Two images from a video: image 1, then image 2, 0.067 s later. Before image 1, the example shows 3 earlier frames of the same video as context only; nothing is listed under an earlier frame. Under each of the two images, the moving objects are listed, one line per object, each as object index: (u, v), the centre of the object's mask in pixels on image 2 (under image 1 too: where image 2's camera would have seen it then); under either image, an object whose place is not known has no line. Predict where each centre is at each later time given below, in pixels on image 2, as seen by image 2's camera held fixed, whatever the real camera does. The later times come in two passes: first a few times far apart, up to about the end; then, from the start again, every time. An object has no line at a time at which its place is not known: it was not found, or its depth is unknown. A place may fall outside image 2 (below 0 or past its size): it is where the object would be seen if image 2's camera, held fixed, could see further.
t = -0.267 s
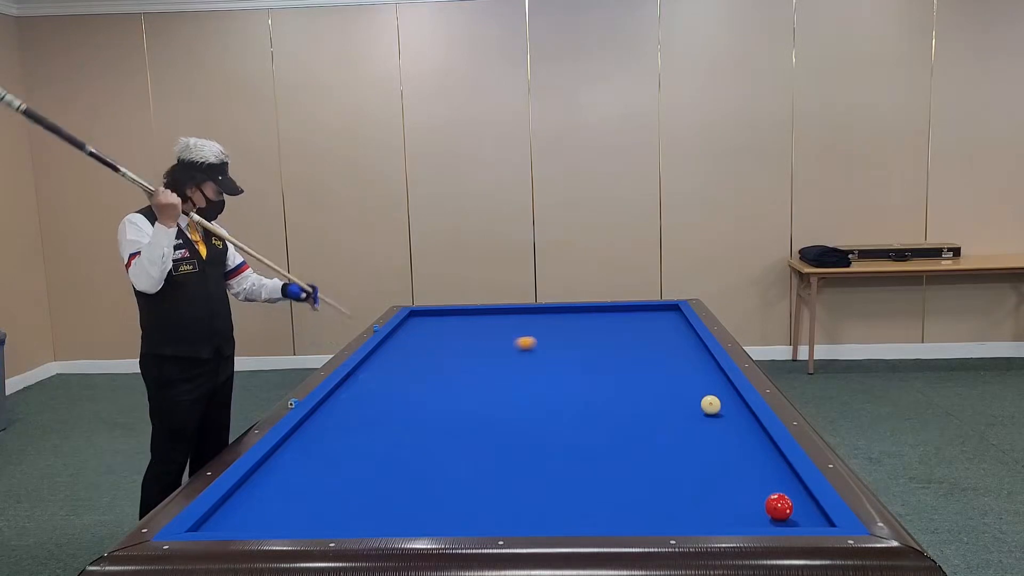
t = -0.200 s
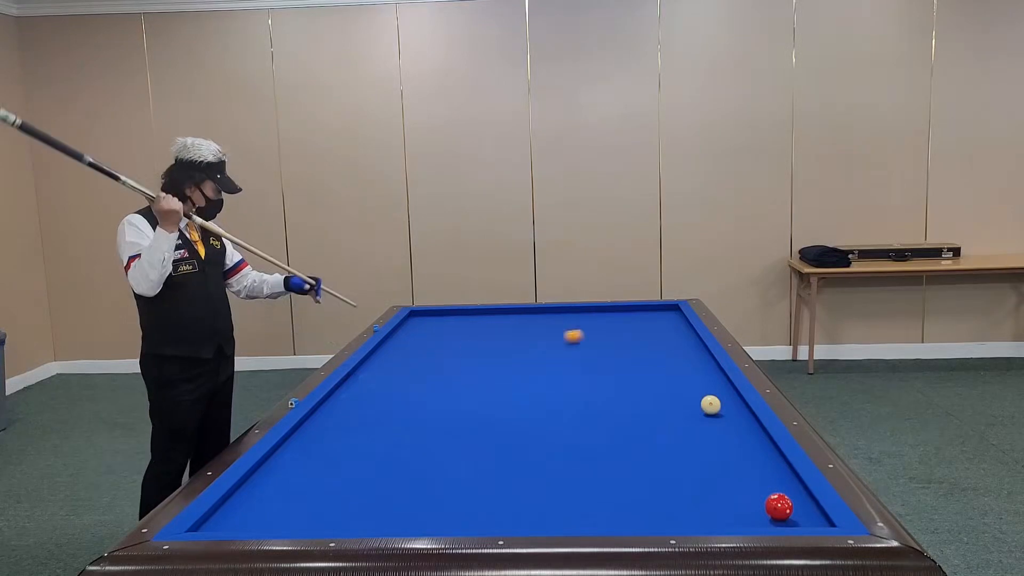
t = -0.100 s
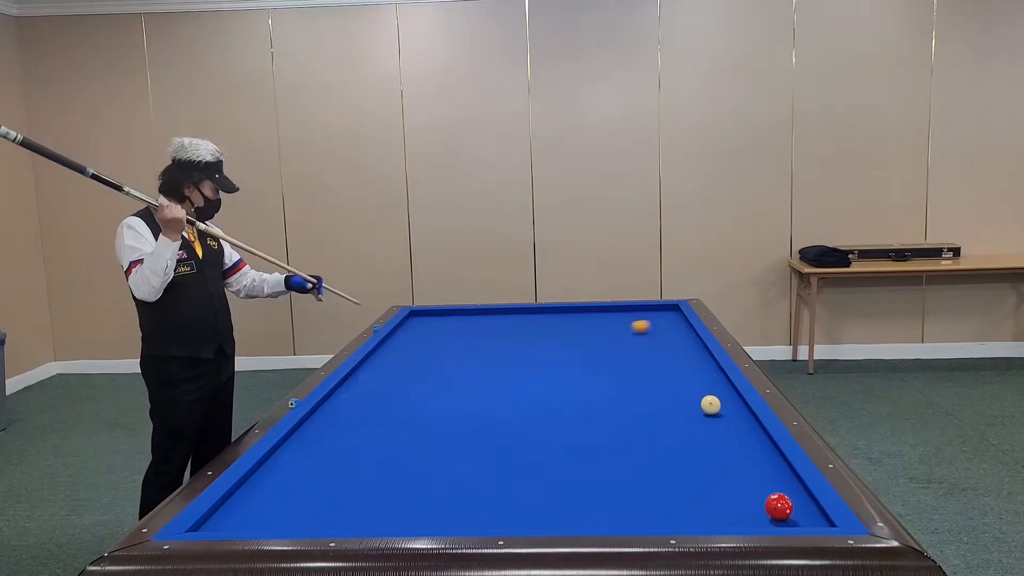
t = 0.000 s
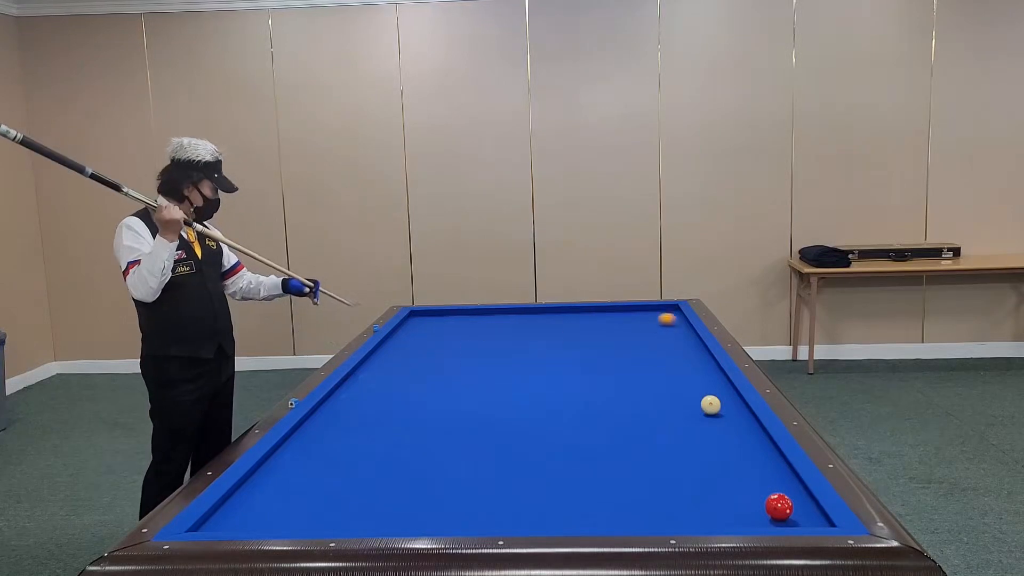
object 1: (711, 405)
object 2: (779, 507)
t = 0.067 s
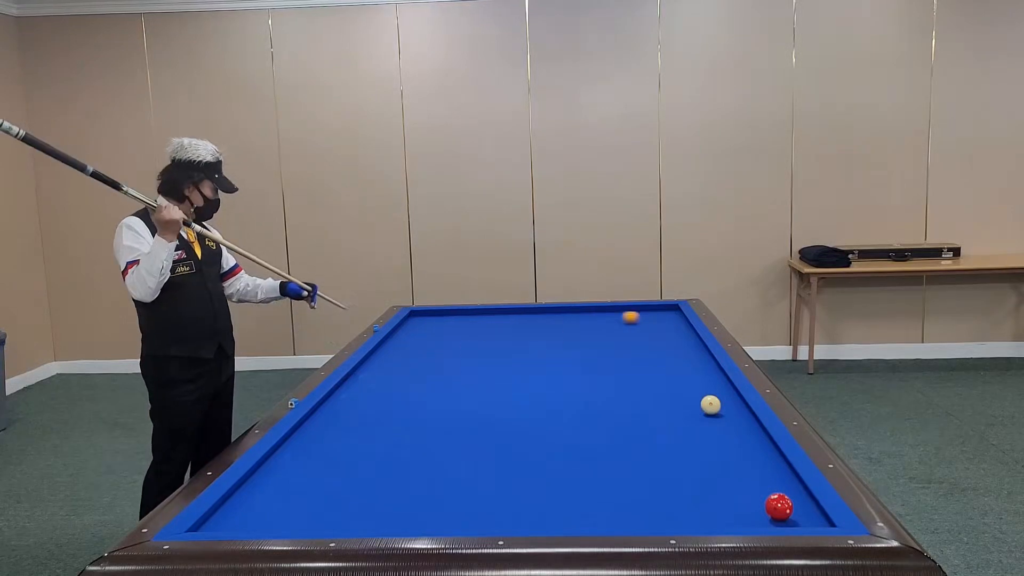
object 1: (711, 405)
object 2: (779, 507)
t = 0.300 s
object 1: (711, 405)
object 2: (779, 507)
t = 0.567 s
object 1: (711, 405)
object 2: (779, 506)
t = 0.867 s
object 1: (711, 405)
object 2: (779, 506)
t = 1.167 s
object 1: (711, 404)
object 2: (779, 507)
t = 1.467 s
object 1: (711, 404)
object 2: (779, 507)
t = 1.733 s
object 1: (711, 405)
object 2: (779, 506)
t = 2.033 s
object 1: (711, 405)
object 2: (779, 506)
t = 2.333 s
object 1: (711, 405)
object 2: (779, 507)
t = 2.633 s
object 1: (696, 406)
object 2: (779, 507)
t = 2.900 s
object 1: (663, 410)
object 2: (779, 507)
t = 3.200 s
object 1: (626, 413)
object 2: (779, 507)
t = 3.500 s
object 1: (591, 417)
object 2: (779, 507)
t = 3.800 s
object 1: (556, 419)
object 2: (779, 507)
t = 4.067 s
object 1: (526, 422)
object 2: (779, 507)
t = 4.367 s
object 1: (493, 426)
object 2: (779, 507)
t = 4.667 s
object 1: (460, 428)
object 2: (779, 507)
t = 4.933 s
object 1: (433, 431)
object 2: (788, 512)
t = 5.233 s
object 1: (403, 433)
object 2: (798, 518)
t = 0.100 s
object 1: (711, 405)
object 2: (779, 507)
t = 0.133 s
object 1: (711, 405)
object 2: (779, 507)
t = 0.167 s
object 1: (711, 405)
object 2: (779, 507)
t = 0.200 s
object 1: (711, 405)
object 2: (779, 507)
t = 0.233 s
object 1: (711, 405)
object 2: (779, 507)
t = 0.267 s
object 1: (711, 405)
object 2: (779, 507)
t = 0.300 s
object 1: (711, 405)
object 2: (779, 507)
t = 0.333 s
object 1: (711, 404)
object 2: (779, 507)
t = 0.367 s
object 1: (711, 404)
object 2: (779, 507)
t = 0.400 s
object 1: (711, 405)
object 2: (779, 507)
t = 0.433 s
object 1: (711, 405)
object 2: (779, 507)
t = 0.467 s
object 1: (711, 405)
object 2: (779, 507)
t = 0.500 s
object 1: (711, 404)
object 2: (779, 506)
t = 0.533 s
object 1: (711, 404)
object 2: (779, 506)
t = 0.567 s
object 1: (711, 405)
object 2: (779, 506)
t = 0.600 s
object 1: (711, 404)
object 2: (779, 506)
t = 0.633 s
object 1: (711, 405)
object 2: (779, 506)
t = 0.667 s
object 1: (711, 405)
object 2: (779, 506)
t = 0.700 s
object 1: (711, 405)
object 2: (779, 506)
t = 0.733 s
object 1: (711, 405)
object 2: (779, 506)
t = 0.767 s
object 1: (711, 404)
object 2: (779, 506)
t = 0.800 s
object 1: (711, 405)
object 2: (779, 506)
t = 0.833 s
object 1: (711, 405)
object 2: (779, 506)
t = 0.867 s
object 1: (711, 405)
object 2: (779, 506)
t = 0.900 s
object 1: (711, 405)
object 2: (779, 506)
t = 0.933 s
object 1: (711, 404)
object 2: (779, 506)
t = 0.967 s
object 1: (711, 405)
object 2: (779, 506)
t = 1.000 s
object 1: (711, 404)
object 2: (779, 507)
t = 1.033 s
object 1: (711, 405)
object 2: (779, 507)
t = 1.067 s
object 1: (711, 405)
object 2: (779, 507)
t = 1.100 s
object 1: (711, 405)
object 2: (779, 507)
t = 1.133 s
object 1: (711, 404)
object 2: (779, 507)
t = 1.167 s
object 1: (711, 404)
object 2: (779, 507)
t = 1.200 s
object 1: (711, 405)
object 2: (779, 507)
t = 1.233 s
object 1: (711, 404)
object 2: (779, 507)
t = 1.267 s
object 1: (711, 405)
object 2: (779, 507)
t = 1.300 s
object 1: (711, 405)
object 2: (779, 507)
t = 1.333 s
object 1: (711, 404)
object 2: (779, 507)
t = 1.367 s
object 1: (711, 404)
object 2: (779, 507)
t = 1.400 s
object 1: (711, 405)
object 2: (779, 507)
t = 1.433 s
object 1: (711, 405)
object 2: (779, 507)
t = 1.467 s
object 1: (711, 404)
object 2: (779, 507)
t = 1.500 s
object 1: (711, 405)
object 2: (779, 506)
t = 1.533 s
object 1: (711, 405)
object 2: (779, 506)
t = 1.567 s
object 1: (711, 405)
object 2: (779, 506)
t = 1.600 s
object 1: (711, 405)
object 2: (779, 507)
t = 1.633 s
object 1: (711, 405)
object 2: (779, 506)
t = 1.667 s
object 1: (711, 405)
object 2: (779, 507)
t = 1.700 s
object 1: (711, 405)
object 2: (779, 507)
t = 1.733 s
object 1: (711, 405)
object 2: (779, 506)
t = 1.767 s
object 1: (711, 405)
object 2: (779, 506)
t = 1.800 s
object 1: (711, 405)
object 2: (779, 506)
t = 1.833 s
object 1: (711, 405)
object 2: (779, 506)
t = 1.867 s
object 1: (711, 405)
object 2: (779, 506)
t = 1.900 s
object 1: (711, 405)
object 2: (779, 506)
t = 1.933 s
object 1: (711, 405)
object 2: (779, 506)
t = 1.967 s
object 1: (711, 405)
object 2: (779, 506)
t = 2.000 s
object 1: (711, 405)
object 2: (779, 506)
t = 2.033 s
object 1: (711, 405)
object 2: (779, 506)
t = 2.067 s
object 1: (711, 405)
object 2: (779, 506)
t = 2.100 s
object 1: (711, 405)
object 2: (779, 506)
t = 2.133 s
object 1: (711, 405)
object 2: (779, 506)
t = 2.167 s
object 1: (711, 405)
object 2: (779, 506)
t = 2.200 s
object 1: (711, 405)
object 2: (779, 507)
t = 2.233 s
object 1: (711, 405)
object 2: (779, 506)
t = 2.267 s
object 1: (711, 405)
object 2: (779, 506)
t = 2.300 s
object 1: (711, 405)
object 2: (779, 507)
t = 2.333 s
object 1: (711, 405)
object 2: (779, 507)
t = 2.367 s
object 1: (711, 405)
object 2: (779, 507)
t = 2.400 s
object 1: (711, 405)
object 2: (779, 507)
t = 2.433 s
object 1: (711, 405)
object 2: (779, 507)
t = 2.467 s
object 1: (711, 405)
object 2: (779, 507)
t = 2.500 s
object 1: (711, 405)
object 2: (779, 507)
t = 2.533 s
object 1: (711, 405)
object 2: (779, 507)
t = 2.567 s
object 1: (705, 405)
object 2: (779, 507)
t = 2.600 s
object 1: (700, 406)
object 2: (779, 507)
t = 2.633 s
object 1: (696, 406)
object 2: (779, 507)
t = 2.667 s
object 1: (691, 407)
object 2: (779, 507)
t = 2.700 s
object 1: (687, 407)
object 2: (779, 507)
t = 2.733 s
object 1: (683, 408)
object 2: (779, 507)
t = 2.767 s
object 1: (679, 408)
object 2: (779, 507)
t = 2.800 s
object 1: (675, 408)
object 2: (779, 507)
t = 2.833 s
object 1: (671, 409)
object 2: (779, 507)
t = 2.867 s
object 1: (667, 409)
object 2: (779, 507)
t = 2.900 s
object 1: (663, 410)
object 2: (779, 507)
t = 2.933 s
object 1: (659, 410)
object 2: (779, 507)
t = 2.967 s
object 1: (654, 411)
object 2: (779, 507)
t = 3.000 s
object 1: (650, 411)
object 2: (779, 507)
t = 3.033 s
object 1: (646, 411)
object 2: (779, 507)
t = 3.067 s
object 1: (642, 412)
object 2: (779, 507)
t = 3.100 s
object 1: (638, 412)
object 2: (779, 507)
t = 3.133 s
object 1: (634, 412)
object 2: (779, 507)
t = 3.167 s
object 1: (630, 413)
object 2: (779, 507)
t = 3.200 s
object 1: (626, 413)
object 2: (779, 507)
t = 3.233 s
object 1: (622, 413)
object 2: (779, 507)
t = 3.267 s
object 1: (618, 414)
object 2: (779, 507)
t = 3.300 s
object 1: (614, 414)
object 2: (779, 507)
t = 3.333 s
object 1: (610, 415)
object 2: (779, 507)
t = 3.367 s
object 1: (606, 415)
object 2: (779, 507)
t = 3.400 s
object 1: (602, 415)
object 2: (779, 507)
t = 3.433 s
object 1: (599, 416)
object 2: (779, 507)
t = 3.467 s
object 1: (595, 416)
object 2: (779, 507)
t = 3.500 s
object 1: (591, 417)
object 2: (779, 507)
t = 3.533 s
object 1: (587, 417)
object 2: (779, 507)
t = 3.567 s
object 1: (583, 417)
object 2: (779, 507)
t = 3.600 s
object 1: (579, 418)
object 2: (779, 507)
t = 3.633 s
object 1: (575, 418)
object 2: (779, 507)
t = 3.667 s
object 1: (571, 418)
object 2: (779, 507)
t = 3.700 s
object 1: (567, 419)
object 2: (779, 507)
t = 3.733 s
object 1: (564, 419)
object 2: (779, 507)
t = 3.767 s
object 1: (560, 419)
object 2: (779, 507)
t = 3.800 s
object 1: (556, 419)
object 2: (779, 507)
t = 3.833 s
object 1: (552, 420)
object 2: (779, 507)
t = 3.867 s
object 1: (548, 420)
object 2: (779, 507)
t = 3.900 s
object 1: (544, 421)
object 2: (779, 507)
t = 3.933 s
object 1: (541, 421)
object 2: (779, 507)
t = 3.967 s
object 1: (537, 421)
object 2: (779, 507)
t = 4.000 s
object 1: (533, 422)
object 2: (779, 507)
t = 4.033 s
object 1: (530, 422)
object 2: (779, 507)
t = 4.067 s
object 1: (526, 422)
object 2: (779, 507)
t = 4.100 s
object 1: (522, 423)
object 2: (779, 507)
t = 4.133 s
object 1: (518, 423)
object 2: (779, 507)
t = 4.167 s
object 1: (514, 423)
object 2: (779, 507)
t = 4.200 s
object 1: (511, 424)
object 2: (779, 507)
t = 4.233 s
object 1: (507, 424)
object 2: (779, 507)
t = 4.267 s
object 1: (503, 424)
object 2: (779, 507)
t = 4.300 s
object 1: (500, 425)
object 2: (779, 507)
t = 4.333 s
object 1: (496, 425)
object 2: (779, 507)
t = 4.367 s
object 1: (493, 426)
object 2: (779, 507)
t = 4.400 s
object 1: (489, 426)
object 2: (779, 507)
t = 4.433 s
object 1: (485, 426)
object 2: (779, 507)
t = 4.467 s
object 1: (482, 427)
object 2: (779, 507)
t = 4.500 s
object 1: (478, 427)
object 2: (779, 507)
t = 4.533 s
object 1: (474, 427)
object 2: (779, 507)
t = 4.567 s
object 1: (471, 427)
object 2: (779, 507)
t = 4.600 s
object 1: (467, 428)
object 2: (779, 507)
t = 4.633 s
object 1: (464, 428)
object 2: (779, 507)
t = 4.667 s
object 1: (460, 428)
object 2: (779, 507)
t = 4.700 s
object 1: (457, 429)
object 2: (779, 507)
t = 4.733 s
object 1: (453, 429)
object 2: (781, 508)
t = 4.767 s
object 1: (450, 429)
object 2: (782, 508)
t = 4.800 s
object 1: (446, 430)
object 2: (783, 509)
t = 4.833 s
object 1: (443, 430)
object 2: (784, 510)
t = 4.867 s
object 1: (439, 430)
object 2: (785, 511)
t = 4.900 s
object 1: (436, 431)
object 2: (786, 512)
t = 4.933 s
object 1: (433, 431)
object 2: (788, 512)
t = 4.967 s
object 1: (429, 431)
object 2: (789, 513)
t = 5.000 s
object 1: (426, 431)
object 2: (790, 514)
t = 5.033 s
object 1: (422, 432)
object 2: (791, 515)
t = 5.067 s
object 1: (419, 432)
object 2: (792, 515)
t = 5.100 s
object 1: (416, 432)
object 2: (794, 516)
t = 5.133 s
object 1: (412, 433)
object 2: (795, 516)
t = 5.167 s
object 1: (409, 433)
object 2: (796, 517)
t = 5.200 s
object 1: (406, 433)
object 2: (797, 517)
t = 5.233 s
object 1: (403, 433)
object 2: (798, 518)
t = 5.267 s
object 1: (399, 434)
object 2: (799, 518)
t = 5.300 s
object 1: (396, 434)
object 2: (800, 518)
